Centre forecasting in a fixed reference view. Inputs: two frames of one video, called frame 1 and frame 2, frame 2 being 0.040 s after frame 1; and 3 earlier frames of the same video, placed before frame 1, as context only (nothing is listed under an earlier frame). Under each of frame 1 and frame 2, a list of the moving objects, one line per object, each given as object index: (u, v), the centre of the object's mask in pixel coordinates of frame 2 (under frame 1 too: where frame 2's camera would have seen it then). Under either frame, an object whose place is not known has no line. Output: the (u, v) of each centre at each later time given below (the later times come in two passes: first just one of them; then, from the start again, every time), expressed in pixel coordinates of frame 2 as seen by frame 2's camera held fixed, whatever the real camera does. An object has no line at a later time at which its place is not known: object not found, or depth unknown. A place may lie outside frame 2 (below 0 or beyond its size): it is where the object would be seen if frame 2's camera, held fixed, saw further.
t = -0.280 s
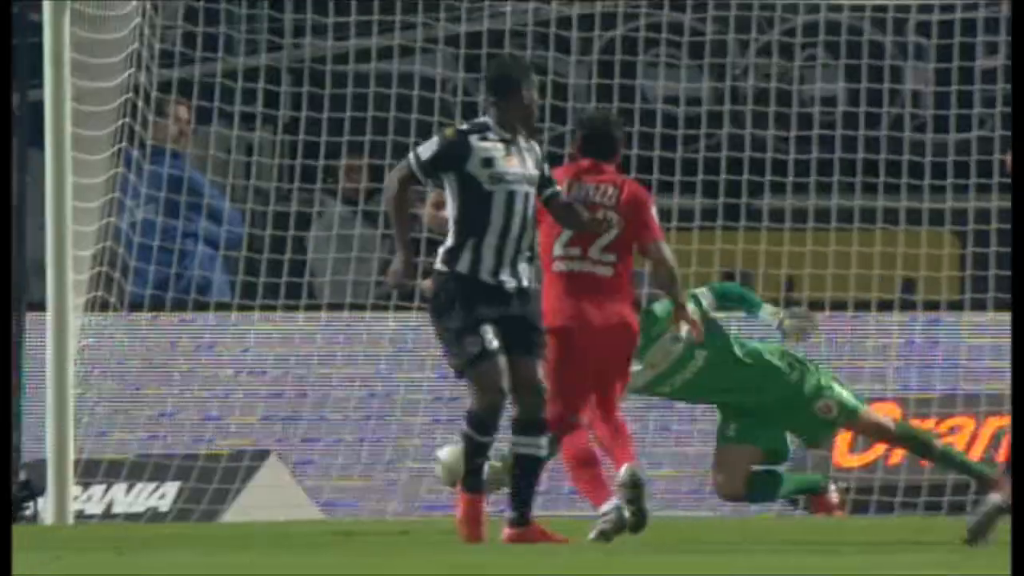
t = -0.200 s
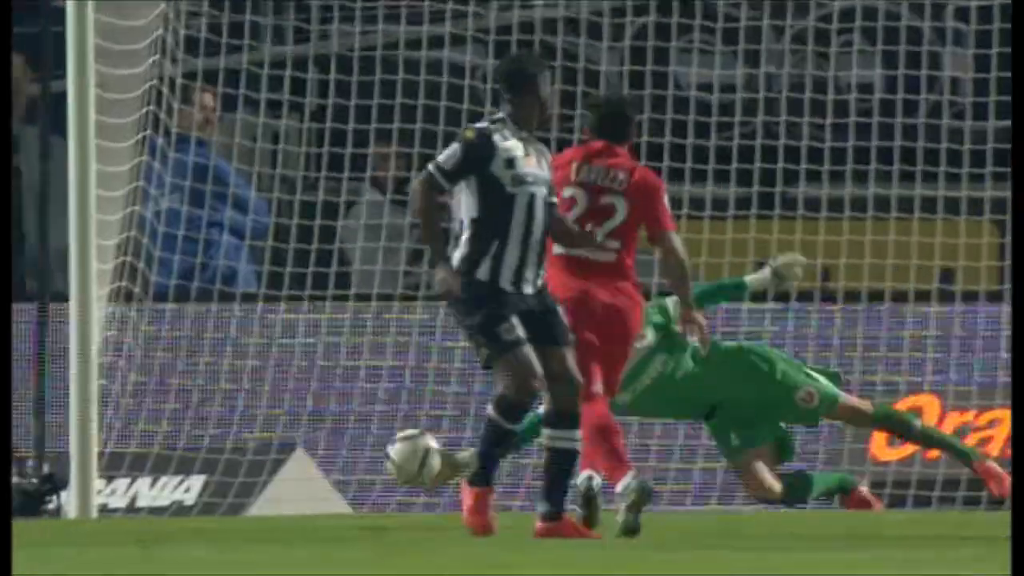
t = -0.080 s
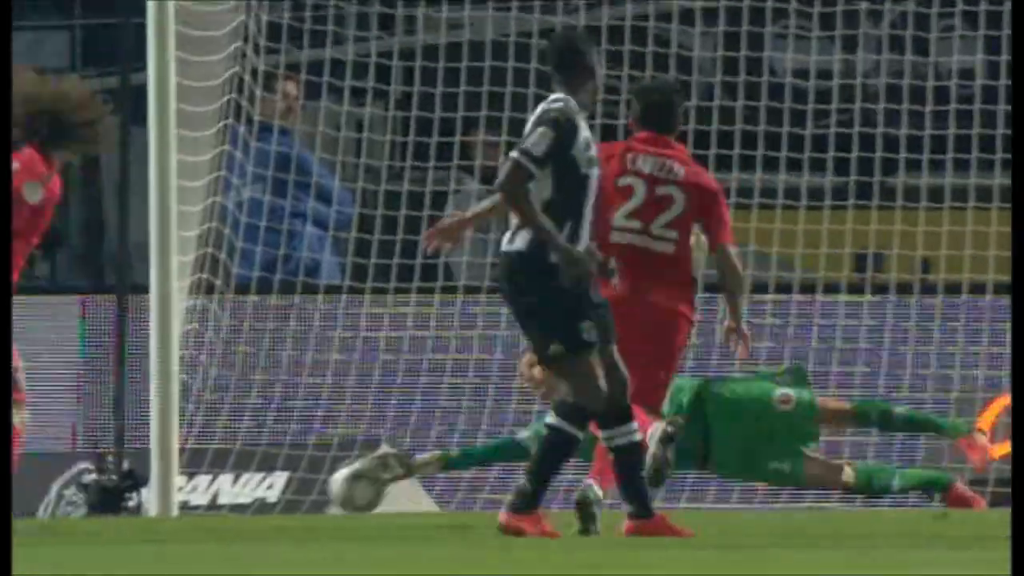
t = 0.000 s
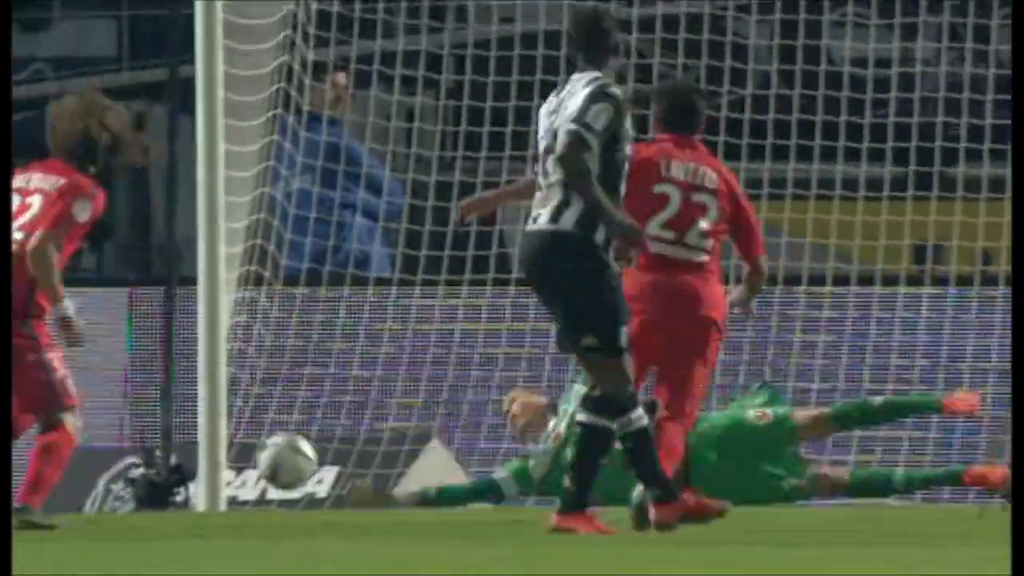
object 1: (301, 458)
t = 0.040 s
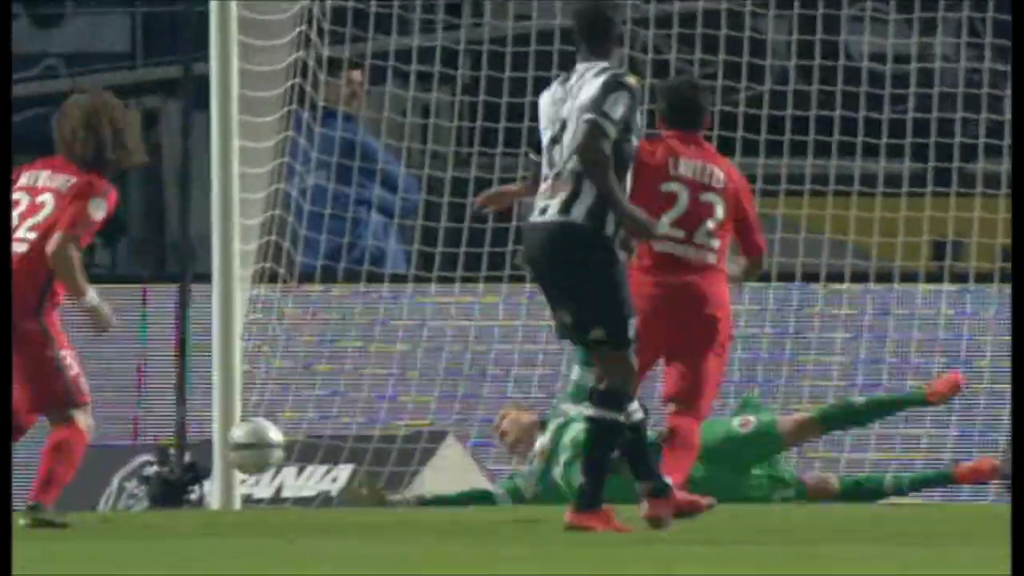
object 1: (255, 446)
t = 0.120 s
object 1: (172, 427)
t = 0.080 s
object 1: (206, 435)
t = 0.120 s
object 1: (172, 427)
